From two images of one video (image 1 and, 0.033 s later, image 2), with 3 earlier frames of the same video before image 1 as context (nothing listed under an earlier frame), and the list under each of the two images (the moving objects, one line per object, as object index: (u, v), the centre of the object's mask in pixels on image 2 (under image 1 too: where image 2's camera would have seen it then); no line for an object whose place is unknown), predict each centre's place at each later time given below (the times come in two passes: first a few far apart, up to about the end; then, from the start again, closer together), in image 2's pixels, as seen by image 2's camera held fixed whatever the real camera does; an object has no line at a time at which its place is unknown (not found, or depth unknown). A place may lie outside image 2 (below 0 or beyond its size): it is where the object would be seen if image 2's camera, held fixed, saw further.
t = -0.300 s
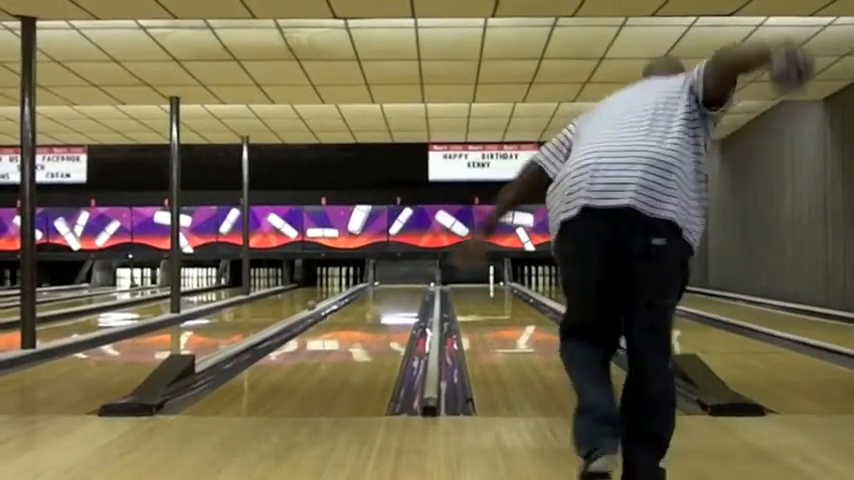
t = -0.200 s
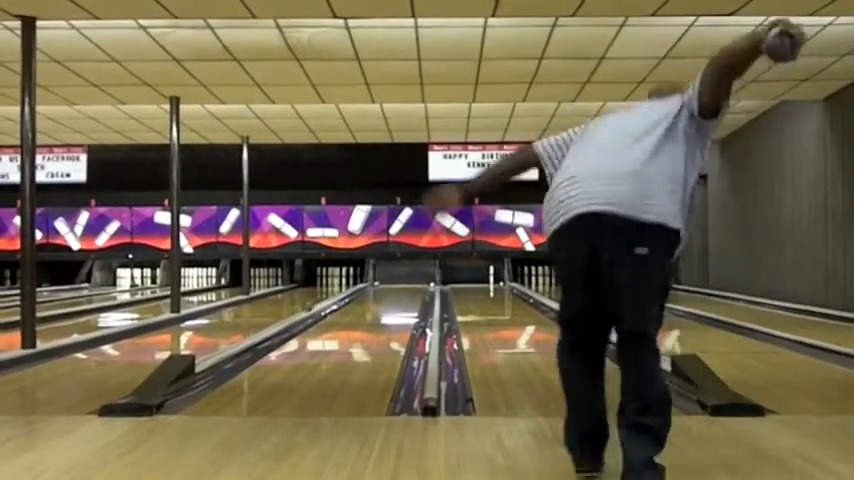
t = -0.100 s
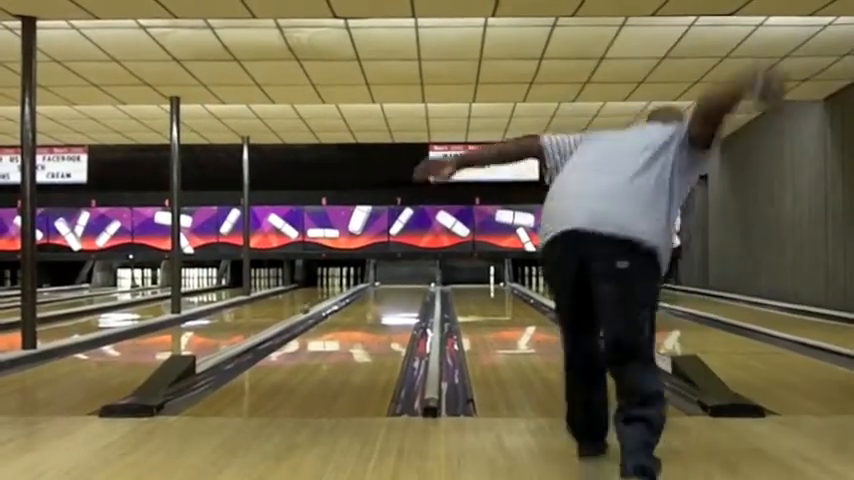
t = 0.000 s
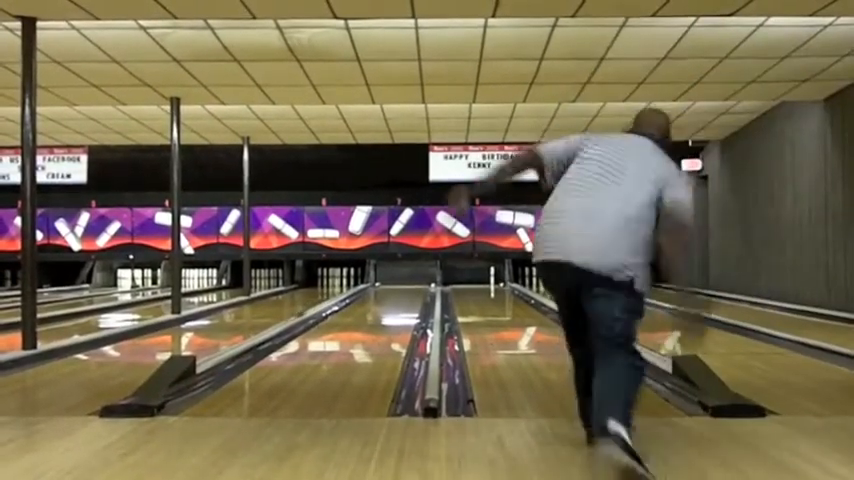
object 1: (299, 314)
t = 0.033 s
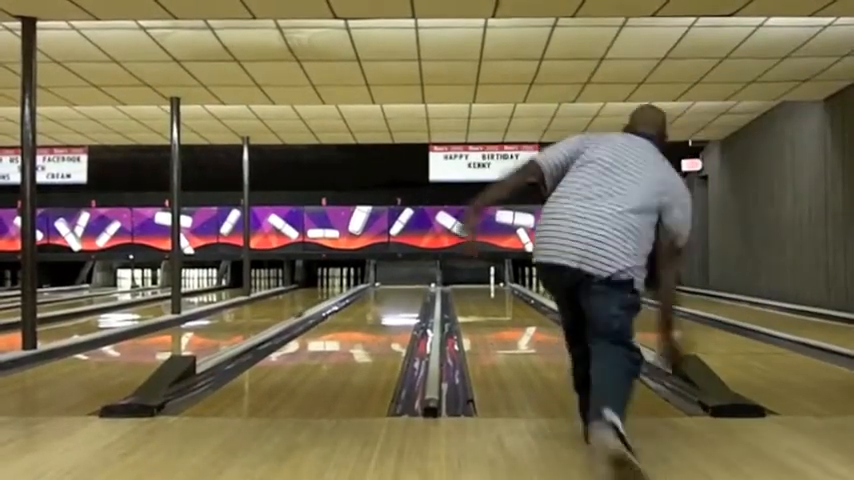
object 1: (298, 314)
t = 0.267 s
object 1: (289, 318)
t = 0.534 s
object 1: (277, 323)
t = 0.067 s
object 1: (298, 315)
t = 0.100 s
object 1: (295, 315)
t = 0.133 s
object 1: (295, 316)
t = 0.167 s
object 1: (293, 317)
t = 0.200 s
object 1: (290, 317)
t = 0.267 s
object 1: (289, 318)
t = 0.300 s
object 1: (288, 318)
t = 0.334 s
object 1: (284, 319)
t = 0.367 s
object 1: (284, 321)
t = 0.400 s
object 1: (284, 321)
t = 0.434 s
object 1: (283, 322)
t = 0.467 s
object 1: (281, 322)
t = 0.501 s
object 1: (280, 323)
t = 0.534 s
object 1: (277, 323)
